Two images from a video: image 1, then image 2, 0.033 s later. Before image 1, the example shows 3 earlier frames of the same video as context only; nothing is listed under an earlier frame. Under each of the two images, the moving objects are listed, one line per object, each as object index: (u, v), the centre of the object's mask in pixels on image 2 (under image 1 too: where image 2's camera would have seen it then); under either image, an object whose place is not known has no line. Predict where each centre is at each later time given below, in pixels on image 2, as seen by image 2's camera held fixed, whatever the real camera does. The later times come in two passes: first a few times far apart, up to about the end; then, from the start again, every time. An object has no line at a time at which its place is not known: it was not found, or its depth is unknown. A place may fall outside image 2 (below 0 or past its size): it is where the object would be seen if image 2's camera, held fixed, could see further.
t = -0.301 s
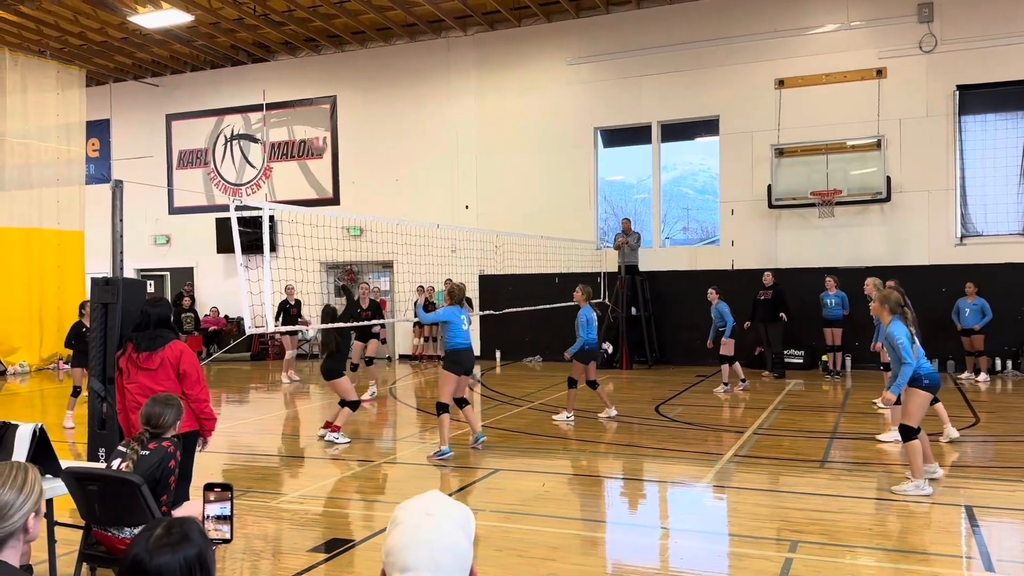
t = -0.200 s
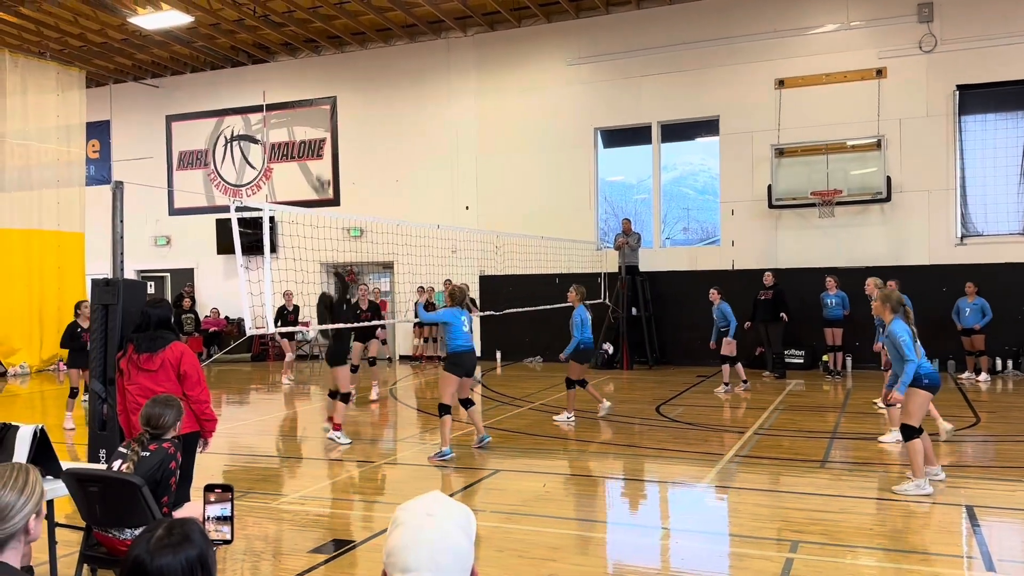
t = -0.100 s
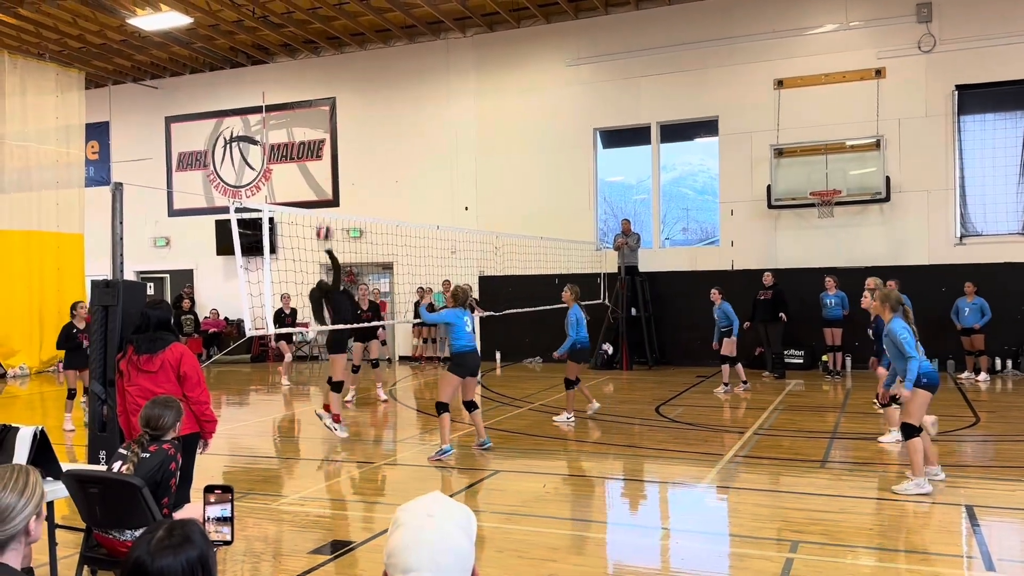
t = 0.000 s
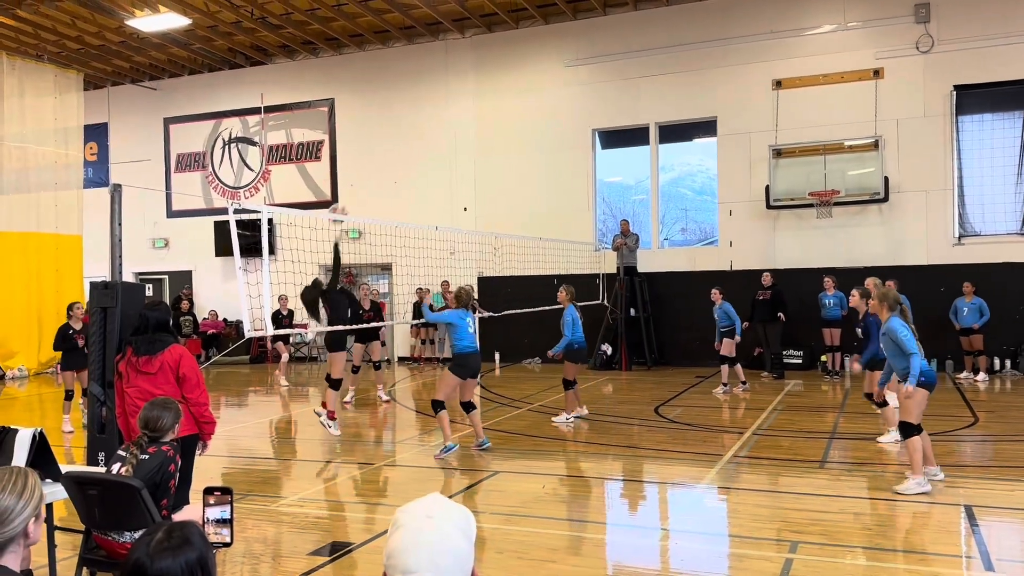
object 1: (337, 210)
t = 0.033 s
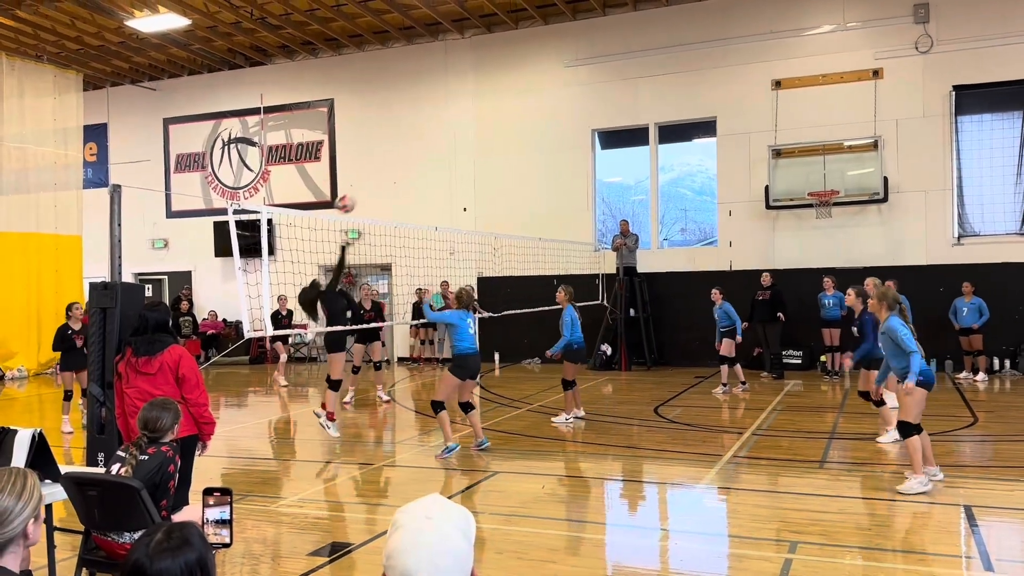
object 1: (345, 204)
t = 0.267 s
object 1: (404, 156)
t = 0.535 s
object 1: (474, 163)
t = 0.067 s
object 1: (354, 194)
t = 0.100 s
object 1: (362, 185)
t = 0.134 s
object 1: (370, 177)
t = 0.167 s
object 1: (378, 170)
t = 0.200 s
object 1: (387, 165)
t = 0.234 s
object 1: (395, 160)
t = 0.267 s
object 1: (404, 156)
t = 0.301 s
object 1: (413, 153)
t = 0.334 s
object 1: (421, 151)
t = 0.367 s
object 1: (430, 150)
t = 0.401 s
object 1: (438, 151)
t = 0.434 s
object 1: (447, 153)
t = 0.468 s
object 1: (456, 155)
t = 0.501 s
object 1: (465, 158)
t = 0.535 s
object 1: (474, 163)
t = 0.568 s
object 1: (482, 168)
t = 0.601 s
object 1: (492, 175)
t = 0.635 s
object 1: (501, 183)
